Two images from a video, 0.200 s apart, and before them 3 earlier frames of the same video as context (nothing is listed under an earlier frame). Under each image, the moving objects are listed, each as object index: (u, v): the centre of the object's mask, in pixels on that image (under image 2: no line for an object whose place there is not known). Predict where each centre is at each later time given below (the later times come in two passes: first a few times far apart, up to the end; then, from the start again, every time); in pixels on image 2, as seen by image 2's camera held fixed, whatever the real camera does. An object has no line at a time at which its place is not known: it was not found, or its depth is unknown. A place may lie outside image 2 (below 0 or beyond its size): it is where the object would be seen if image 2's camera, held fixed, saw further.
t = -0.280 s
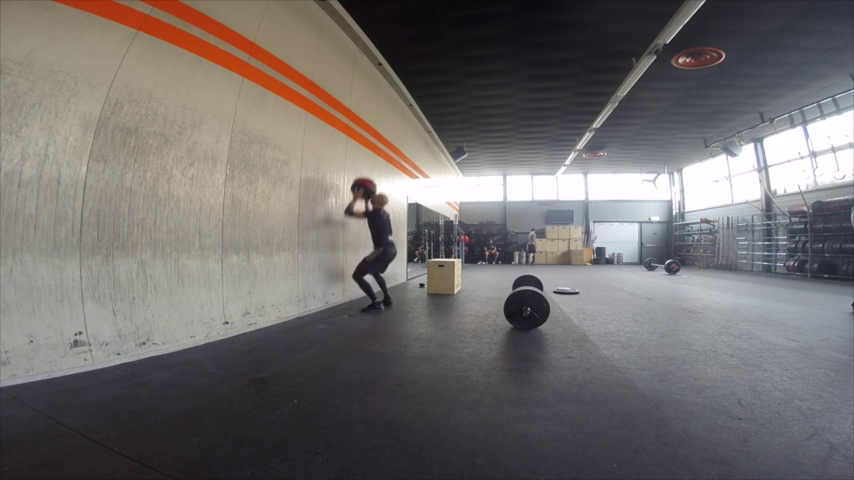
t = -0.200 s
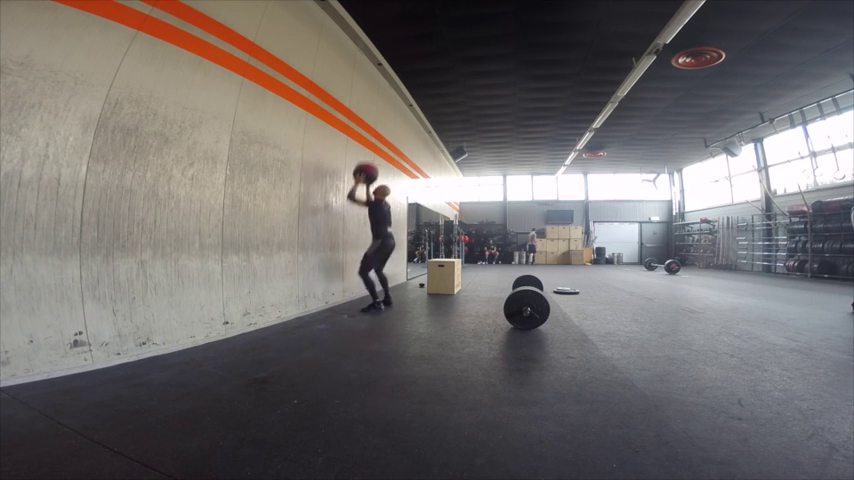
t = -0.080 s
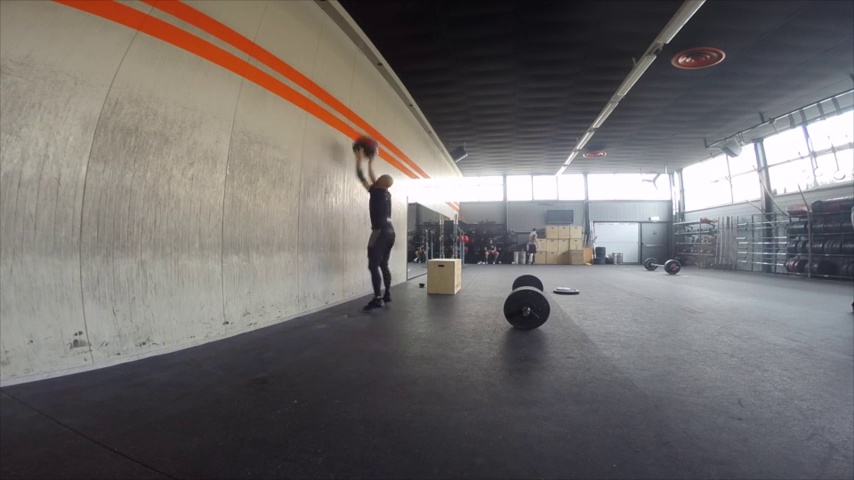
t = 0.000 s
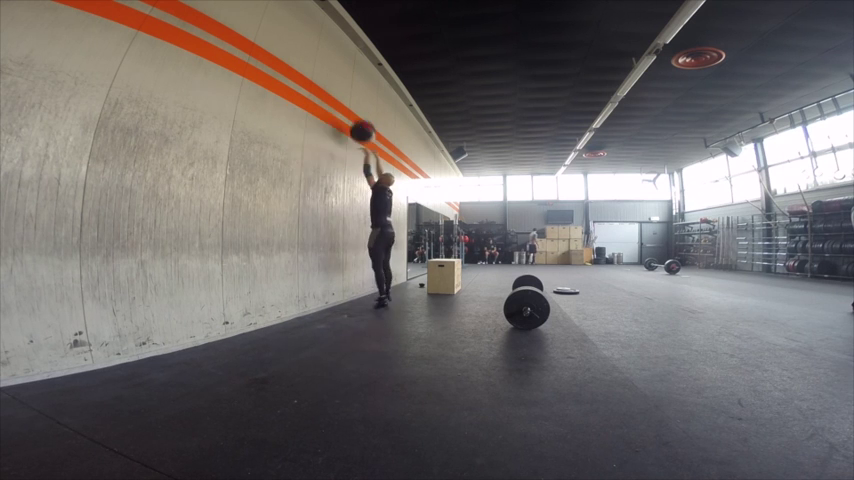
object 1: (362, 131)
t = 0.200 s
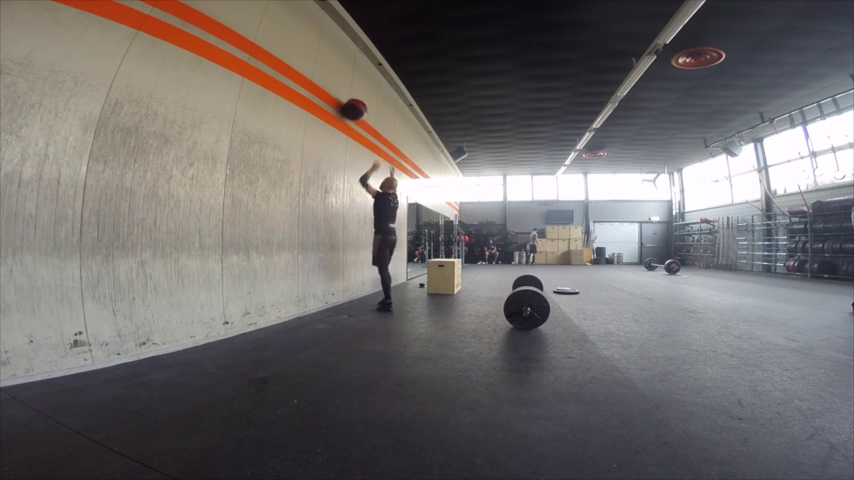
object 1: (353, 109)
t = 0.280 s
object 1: (352, 107)
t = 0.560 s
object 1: (358, 126)
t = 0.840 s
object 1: (361, 198)
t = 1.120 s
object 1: (367, 290)
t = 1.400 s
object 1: (374, 269)
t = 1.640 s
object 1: (380, 295)
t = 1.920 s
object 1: (385, 297)
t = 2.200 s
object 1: (386, 297)
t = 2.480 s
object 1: (385, 297)
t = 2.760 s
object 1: (385, 297)
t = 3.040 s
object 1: (385, 297)
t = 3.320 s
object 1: (385, 297)
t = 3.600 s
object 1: (385, 297)
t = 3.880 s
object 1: (385, 297)
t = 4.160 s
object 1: (385, 297)
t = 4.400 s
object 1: (385, 297)
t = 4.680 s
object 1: (385, 297)
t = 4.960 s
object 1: (385, 297)
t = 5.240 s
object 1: (385, 297)
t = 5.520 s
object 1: (385, 297)
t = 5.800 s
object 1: (385, 297)
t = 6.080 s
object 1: (385, 297)
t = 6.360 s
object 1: (385, 297)
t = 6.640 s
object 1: (385, 297)
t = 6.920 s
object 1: (385, 297)
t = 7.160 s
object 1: (385, 297)
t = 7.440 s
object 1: (385, 297)
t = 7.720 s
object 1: (385, 297)
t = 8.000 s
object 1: (385, 297)
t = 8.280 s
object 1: (385, 297)
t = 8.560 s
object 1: (385, 297)
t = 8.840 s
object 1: (385, 297)
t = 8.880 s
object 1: (385, 297)
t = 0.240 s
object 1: (351, 108)
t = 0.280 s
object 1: (352, 107)
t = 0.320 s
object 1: (352, 107)
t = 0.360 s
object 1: (353, 108)
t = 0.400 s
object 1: (354, 110)
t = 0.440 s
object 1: (356, 112)
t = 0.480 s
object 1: (357, 116)
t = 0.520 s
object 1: (357, 120)
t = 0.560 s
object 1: (358, 126)
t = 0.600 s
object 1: (359, 132)
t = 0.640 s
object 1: (359, 140)
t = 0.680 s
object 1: (359, 148)
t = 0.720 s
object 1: (359, 158)
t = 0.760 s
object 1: (360, 169)
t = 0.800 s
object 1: (360, 183)
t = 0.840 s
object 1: (361, 198)
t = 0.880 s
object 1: (362, 214)
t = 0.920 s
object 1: (362, 231)
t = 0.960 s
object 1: (363, 251)
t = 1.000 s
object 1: (364, 271)
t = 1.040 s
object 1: (365, 290)
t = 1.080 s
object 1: (366, 297)
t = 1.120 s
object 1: (367, 290)
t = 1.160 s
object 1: (368, 284)
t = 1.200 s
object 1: (369, 279)
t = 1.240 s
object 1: (370, 275)
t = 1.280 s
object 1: (371, 271)
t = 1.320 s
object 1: (372, 270)
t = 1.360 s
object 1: (373, 269)
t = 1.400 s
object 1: (374, 269)
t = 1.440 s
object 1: (375, 271)
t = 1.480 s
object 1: (376, 274)
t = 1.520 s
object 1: (377, 277)
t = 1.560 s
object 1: (378, 282)
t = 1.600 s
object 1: (379, 288)
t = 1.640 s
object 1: (380, 295)
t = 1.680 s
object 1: (381, 299)
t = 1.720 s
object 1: (382, 296)
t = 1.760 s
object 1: (382, 294)
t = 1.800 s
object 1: (383, 293)
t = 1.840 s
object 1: (384, 294)
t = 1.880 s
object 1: (384, 295)
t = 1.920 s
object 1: (385, 297)
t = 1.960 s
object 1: (386, 298)
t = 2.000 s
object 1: (386, 297)
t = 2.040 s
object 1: (386, 297)
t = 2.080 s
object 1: (386, 297)
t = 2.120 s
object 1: (386, 297)
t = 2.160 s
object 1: (386, 297)
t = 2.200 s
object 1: (386, 297)
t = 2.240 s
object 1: (386, 297)
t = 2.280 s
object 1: (386, 297)
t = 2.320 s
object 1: (386, 297)
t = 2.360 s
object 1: (385, 297)
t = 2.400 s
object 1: (385, 297)
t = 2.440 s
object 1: (385, 297)
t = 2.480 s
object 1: (385, 297)
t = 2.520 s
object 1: (385, 297)
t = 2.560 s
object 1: (385, 297)
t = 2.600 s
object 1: (385, 297)
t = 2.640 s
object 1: (385, 297)
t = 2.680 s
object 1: (385, 297)
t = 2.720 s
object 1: (385, 297)
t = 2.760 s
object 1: (385, 297)
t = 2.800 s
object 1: (385, 297)
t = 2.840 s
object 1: (385, 297)
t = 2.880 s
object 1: (385, 297)
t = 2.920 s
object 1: (385, 297)
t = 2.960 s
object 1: (385, 297)
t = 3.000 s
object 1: (385, 297)
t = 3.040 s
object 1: (385, 297)
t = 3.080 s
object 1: (385, 297)
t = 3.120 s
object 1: (385, 297)
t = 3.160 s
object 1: (385, 297)
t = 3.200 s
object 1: (385, 297)
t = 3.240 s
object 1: (385, 297)
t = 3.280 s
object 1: (385, 297)
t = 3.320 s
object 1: (385, 297)
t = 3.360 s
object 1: (385, 297)
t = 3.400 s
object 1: (385, 297)
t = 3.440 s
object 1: (385, 297)
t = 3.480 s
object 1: (385, 297)
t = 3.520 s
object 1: (385, 297)
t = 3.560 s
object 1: (385, 297)
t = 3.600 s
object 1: (385, 297)
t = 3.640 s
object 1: (385, 297)
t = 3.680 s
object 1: (385, 297)
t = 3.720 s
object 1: (385, 297)
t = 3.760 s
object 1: (385, 297)
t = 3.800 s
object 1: (385, 297)
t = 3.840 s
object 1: (385, 297)
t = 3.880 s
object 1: (385, 297)
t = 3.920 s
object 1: (385, 297)
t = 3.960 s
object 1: (385, 297)
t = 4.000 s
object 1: (385, 297)
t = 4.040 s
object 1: (385, 297)
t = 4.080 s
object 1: (385, 297)
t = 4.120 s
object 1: (385, 297)
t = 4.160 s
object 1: (385, 297)
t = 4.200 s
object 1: (385, 297)
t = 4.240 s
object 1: (385, 297)
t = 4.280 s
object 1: (385, 297)
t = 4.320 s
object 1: (385, 297)
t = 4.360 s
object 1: (385, 297)
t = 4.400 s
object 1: (385, 297)
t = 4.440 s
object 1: (385, 297)
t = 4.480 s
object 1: (385, 297)
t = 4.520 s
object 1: (385, 297)
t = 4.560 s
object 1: (385, 297)
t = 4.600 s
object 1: (385, 297)
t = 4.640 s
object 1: (385, 297)
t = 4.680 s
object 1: (385, 297)
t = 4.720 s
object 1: (385, 297)
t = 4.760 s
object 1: (385, 297)
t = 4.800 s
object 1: (385, 297)
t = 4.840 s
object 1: (385, 297)
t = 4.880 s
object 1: (385, 297)
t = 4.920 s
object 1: (385, 297)
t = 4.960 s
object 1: (385, 297)
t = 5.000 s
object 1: (385, 297)
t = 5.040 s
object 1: (385, 297)
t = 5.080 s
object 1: (385, 297)
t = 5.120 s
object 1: (385, 297)
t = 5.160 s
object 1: (385, 297)
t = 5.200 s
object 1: (385, 297)
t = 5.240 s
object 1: (385, 297)
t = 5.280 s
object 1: (385, 297)
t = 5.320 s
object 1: (385, 297)
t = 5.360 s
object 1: (385, 297)
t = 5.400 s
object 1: (385, 297)
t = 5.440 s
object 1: (385, 297)
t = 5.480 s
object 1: (385, 297)
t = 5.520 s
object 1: (385, 297)
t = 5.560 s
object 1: (385, 297)
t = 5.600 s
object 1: (385, 297)
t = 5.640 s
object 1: (385, 297)
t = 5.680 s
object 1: (385, 297)
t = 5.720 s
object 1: (385, 297)
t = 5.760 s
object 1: (385, 297)
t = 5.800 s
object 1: (385, 297)
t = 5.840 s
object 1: (385, 297)
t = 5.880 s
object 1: (385, 297)
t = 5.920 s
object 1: (385, 297)
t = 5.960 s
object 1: (385, 297)
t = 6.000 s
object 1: (385, 297)
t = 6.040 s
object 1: (385, 297)
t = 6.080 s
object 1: (385, 297)
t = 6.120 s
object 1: (385, 297)
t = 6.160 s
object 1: (385, 297)
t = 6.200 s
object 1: (385, 297)
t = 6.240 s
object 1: (385, 297)
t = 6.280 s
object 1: (385, 297)
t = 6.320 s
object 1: (385, 297)
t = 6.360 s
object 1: (385, 297)
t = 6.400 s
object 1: (385, 297)
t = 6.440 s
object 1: (385, 297)
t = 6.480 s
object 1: (385, 297)
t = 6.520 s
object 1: (385, 297)
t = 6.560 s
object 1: (385, 297)
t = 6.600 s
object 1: (385, 297)
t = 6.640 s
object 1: (385, 297)
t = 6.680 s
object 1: (385, 297)
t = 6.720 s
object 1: (385, 297)
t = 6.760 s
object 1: (385, 297)
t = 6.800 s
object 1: (385, 297)
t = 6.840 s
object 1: (385, 297)
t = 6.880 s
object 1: (385, 297)
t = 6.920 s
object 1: (385, 297)
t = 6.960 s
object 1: (385, 297)
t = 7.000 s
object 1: (385, 297)
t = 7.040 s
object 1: (385, 297)
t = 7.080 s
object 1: (385, 297)
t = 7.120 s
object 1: (385, 297)
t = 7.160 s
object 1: (385, 297)
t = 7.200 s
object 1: (385, 297)
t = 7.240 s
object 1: (385, 297)
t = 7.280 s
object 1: (385, 297)
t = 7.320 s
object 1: (385, 297)
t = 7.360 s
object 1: (385, 297)
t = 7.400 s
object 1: (385, 297)
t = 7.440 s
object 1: (385, 297)
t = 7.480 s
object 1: (385, 297)
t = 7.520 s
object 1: (385, 297)
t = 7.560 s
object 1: (385, 297)
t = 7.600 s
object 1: (385, 297)
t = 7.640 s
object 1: (385, 297)
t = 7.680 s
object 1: (385, 297)
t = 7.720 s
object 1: (385, 297)
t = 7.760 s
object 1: (385, 297)
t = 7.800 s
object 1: (385, 297)
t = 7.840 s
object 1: (385, 297)
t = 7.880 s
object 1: (385, 297)
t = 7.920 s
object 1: (385, 297)
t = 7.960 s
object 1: (385, 297)
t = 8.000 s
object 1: (385, 297)
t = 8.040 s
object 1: (385, 297)
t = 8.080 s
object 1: (385, 297)
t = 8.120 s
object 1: (385, 297)
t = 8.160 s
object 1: (385, 297)
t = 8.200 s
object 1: (385, 297)
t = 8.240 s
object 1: (385, 297)
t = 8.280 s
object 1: (385, 297)
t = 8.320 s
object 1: (385, 297)
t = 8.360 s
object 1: (385, 297)
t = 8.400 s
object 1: (385, 297)
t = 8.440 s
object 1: (385, 297)
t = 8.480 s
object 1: (385, 297)
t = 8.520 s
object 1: (385, 297)
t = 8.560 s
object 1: (385, 297)
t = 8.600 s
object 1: (385, 297)
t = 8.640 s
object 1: (385, 297)
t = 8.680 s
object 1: (385, 297)
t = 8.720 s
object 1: (385, 297)
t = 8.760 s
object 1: (385, 297)
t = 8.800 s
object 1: (385, 297)
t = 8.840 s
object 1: (385, 297)
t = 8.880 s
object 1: (385, 297)
